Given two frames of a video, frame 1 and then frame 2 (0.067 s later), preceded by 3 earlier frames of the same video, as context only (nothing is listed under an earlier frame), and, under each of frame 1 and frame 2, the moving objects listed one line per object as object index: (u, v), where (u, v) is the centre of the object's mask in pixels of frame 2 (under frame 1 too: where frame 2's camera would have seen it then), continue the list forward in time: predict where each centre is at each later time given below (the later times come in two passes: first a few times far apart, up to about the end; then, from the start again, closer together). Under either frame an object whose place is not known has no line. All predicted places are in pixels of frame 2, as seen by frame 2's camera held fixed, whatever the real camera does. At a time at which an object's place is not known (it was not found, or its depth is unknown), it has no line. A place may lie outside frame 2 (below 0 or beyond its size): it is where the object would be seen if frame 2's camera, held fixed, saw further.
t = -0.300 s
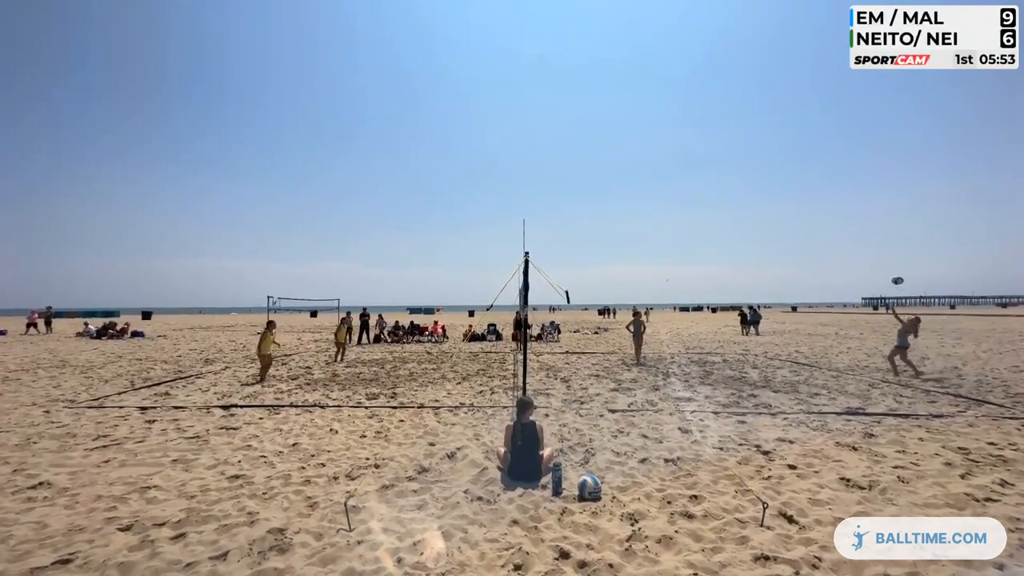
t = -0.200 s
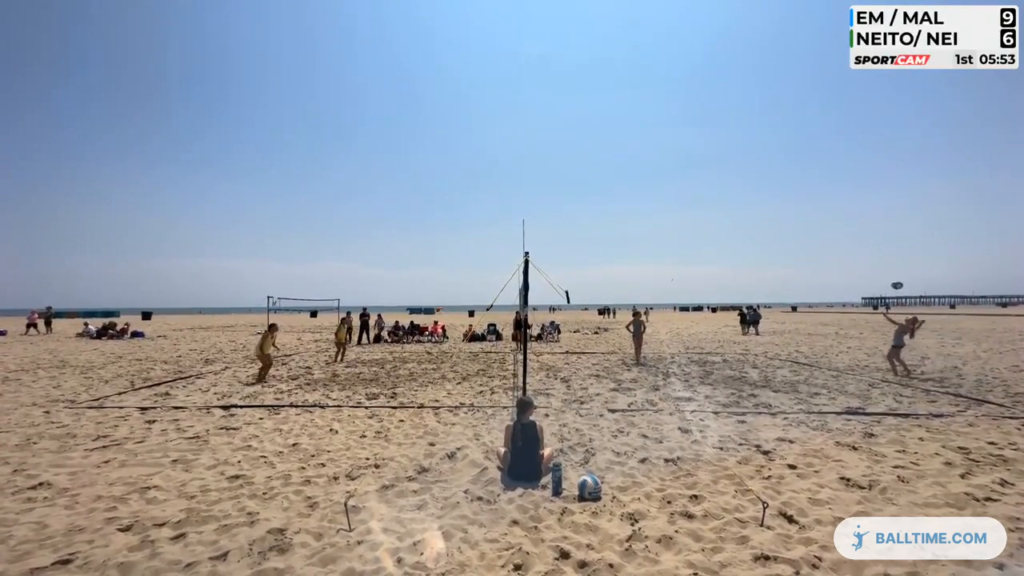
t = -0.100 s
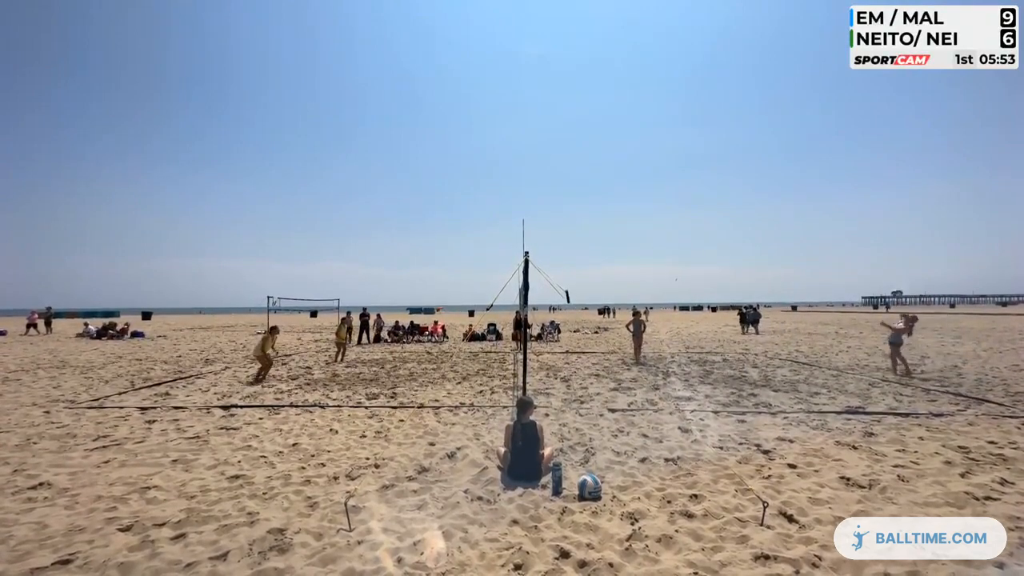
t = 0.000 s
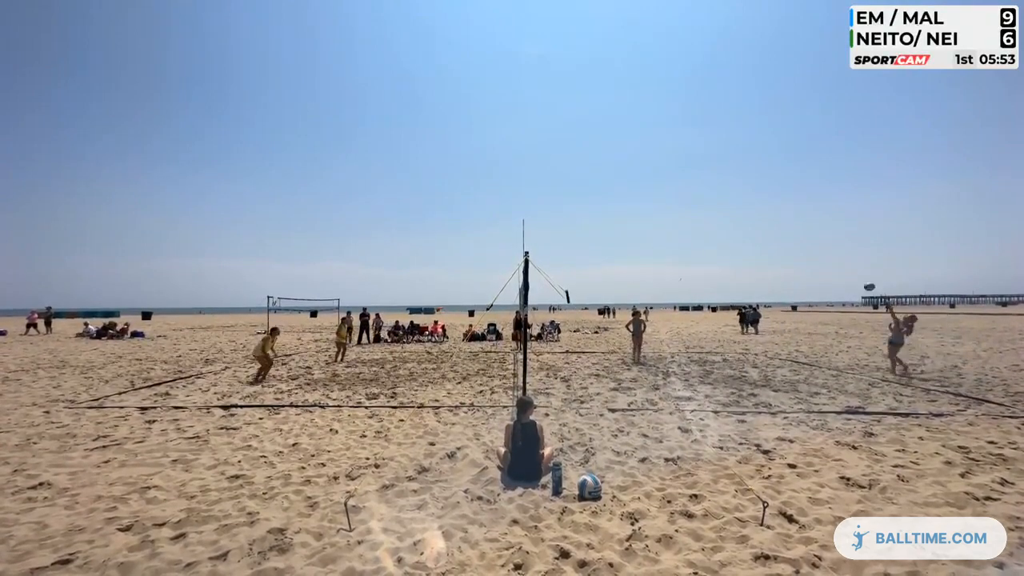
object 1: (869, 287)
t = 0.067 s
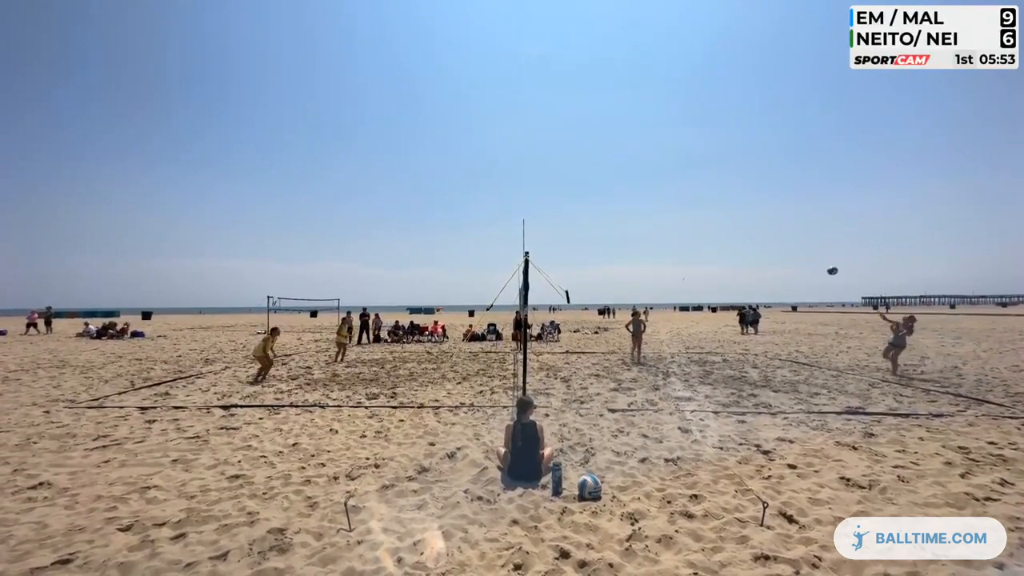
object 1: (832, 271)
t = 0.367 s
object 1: (680, 222)
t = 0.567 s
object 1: (589, 207)
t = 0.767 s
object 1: (505, 205)
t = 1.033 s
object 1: (397, 224)
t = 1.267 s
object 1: (305, 258)
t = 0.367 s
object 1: (680, 222)
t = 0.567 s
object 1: (589, 207)
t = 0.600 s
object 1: (575, 206)
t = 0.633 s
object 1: (561, 205)
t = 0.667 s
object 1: (547, 205)
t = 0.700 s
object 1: (532, 205)
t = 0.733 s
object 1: (518, 205)
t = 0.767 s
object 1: (505, 205)
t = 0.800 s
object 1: (491, 207)
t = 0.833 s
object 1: (477, 208)
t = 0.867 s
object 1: (464, 210)
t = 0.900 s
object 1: (450, 212)
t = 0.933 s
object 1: (437, 215)
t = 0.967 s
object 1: (423, 217)
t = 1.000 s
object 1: (410, 220)
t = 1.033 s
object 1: (397, 224)
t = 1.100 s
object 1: (370, 232)
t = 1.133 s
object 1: (357, 237)
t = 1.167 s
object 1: (344, 241)
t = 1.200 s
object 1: (331, 247)
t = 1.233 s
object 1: (318, 252)
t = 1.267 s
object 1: (305, 258)
